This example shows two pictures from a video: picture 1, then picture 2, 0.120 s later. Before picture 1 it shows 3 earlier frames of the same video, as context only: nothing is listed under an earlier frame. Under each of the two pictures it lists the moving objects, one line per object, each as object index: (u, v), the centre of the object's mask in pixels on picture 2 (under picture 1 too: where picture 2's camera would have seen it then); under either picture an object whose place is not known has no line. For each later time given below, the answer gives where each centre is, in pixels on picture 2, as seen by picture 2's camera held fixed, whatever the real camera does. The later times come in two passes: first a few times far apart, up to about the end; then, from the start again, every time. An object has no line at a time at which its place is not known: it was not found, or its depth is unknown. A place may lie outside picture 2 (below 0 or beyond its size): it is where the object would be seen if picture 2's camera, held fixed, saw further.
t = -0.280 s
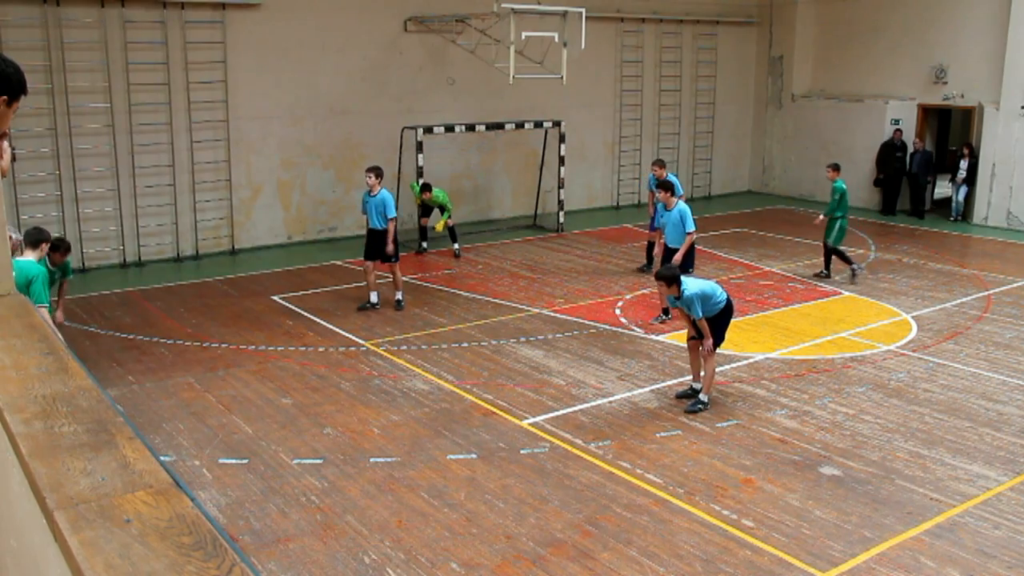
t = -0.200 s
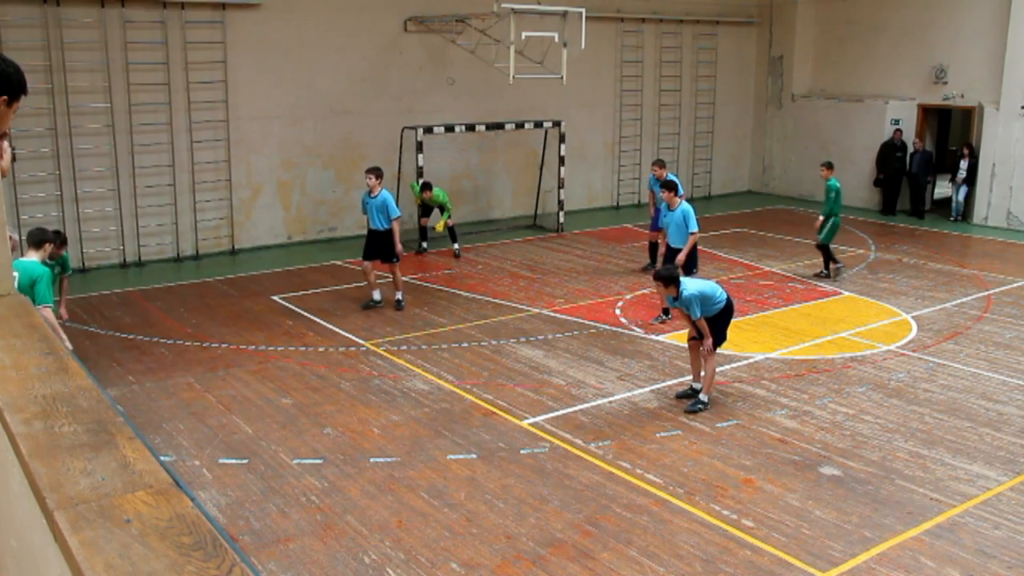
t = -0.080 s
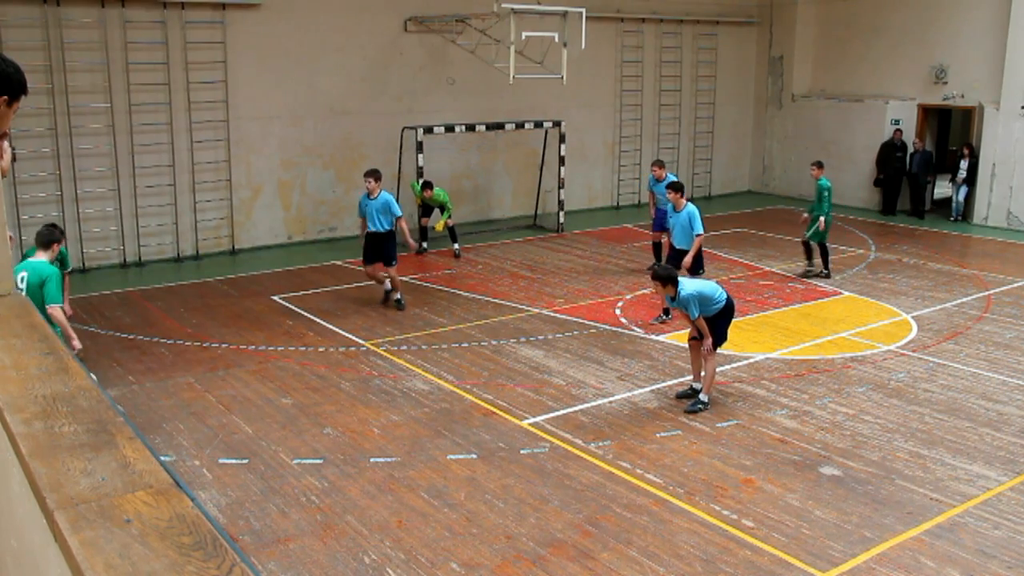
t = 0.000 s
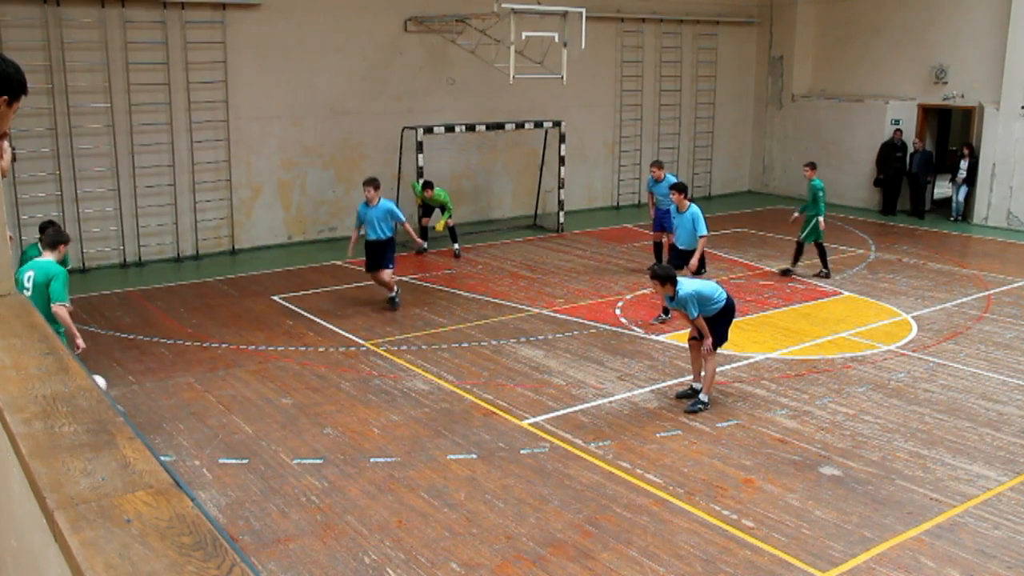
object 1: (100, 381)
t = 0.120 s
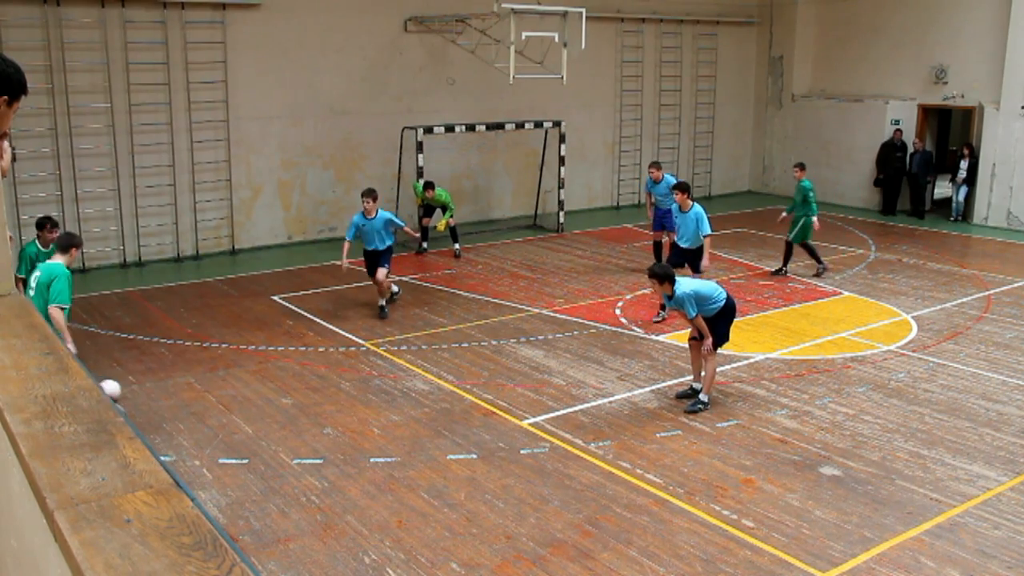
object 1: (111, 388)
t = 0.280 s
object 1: (129, 397)
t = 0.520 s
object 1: (159, 408)
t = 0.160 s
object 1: (116, 391)
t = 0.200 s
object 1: (119, 393)
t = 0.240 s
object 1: (124, 395)
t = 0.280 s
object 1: (129, 397)
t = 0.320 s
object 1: (133, 399)
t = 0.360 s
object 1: (138, 401)
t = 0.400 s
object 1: (143, 402)
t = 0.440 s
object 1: (149, 404)
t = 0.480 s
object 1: (153, 406)
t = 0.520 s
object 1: (159, 408)
